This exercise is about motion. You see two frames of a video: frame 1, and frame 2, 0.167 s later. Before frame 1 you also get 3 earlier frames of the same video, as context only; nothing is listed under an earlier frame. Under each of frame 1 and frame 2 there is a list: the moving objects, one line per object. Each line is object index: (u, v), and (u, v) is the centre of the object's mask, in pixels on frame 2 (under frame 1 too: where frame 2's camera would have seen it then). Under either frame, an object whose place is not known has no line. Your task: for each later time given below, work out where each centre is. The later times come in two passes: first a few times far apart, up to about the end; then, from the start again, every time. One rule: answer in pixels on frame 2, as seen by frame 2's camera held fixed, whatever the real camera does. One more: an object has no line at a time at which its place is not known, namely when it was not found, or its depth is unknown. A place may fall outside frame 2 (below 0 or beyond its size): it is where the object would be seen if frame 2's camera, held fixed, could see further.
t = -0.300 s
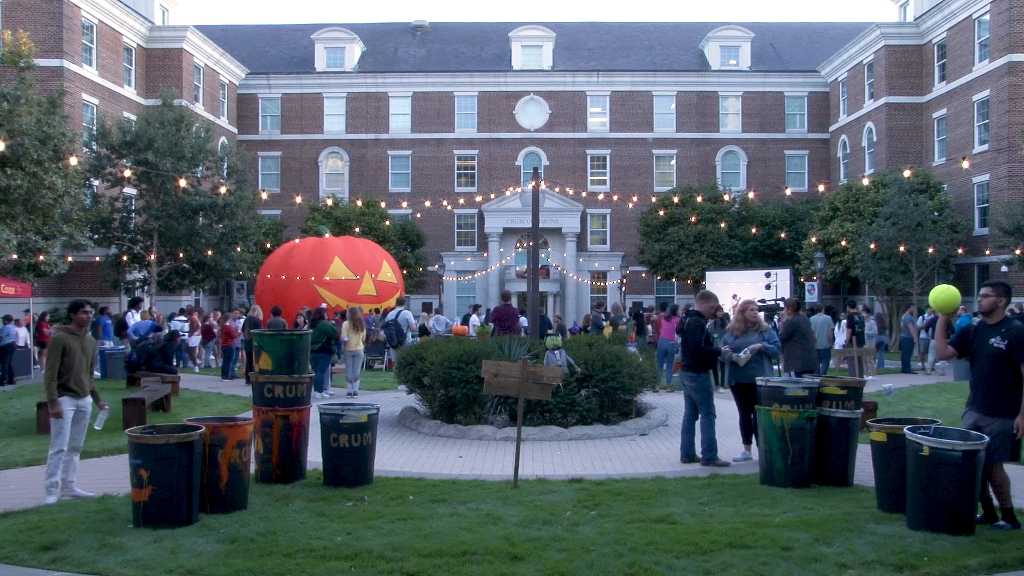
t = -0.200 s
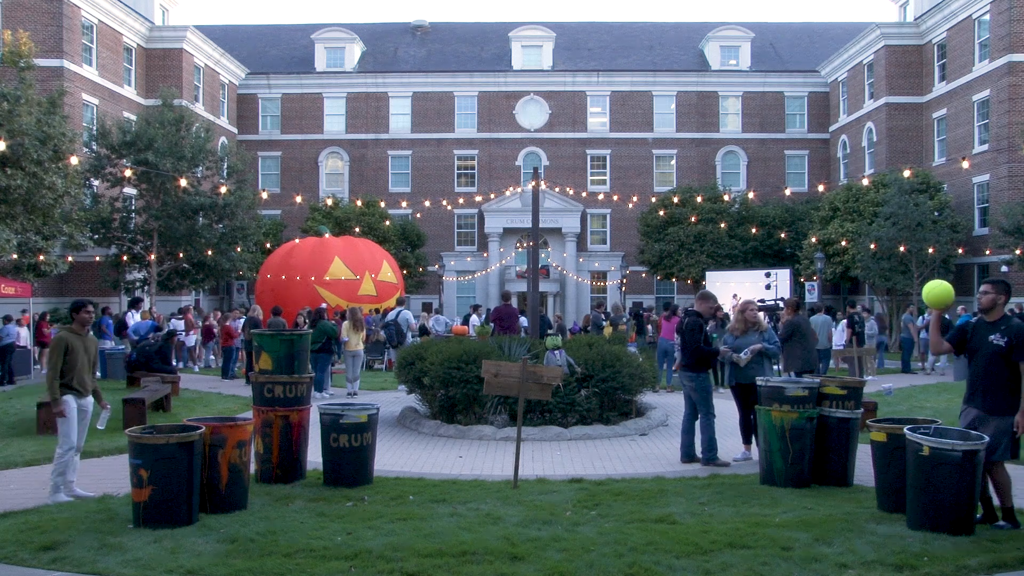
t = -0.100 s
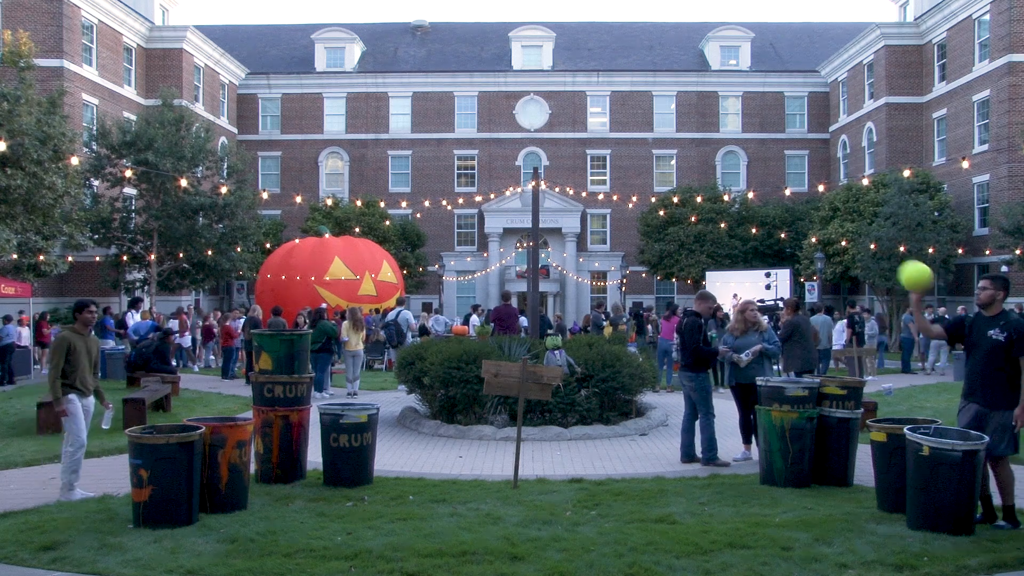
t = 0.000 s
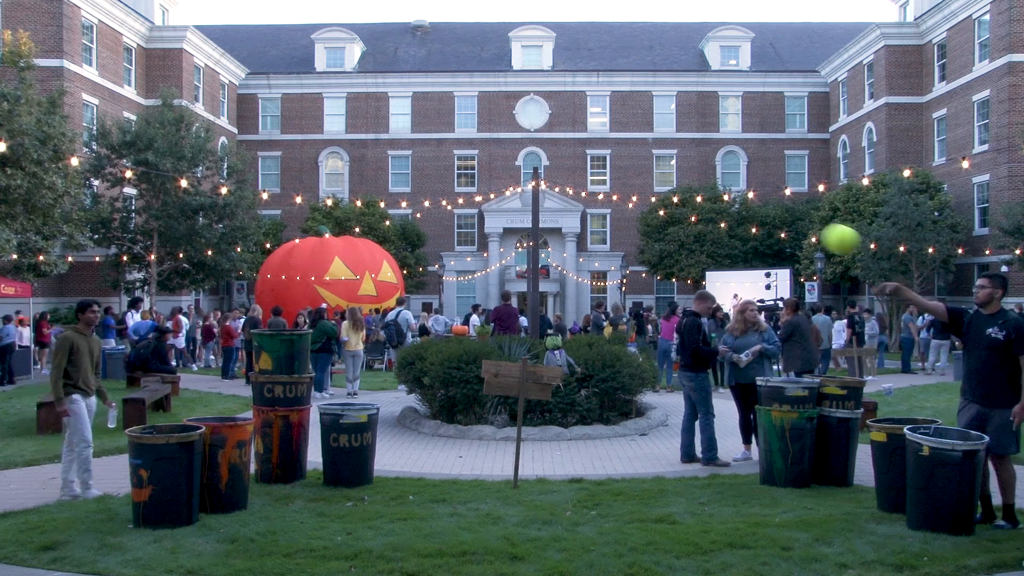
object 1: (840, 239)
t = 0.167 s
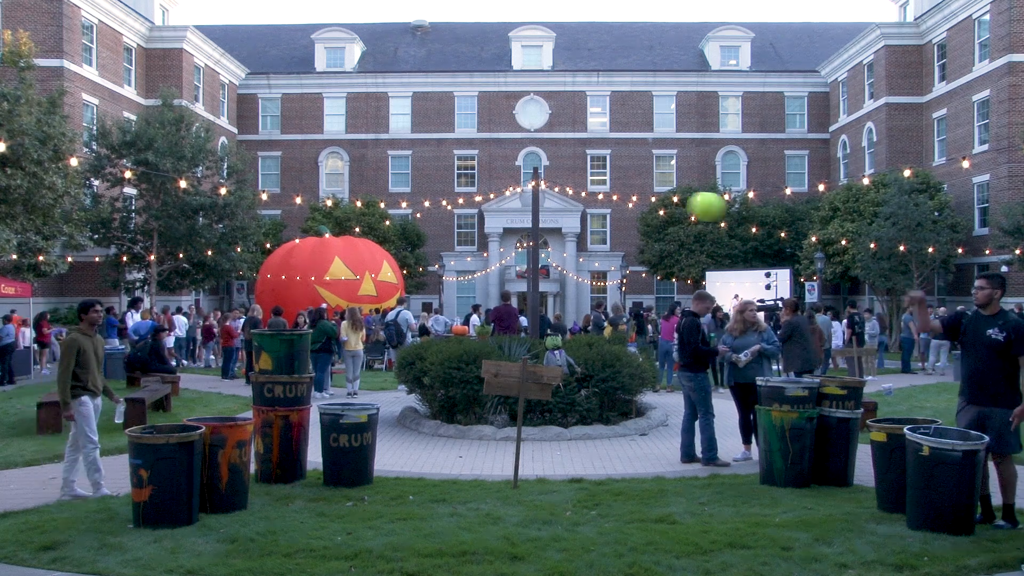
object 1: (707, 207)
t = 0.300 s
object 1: (604, 202)
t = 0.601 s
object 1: (386, 274)
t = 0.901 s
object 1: (201, 395)
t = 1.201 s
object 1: (104, 327)
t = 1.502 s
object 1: (8, 383)
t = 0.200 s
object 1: (681, 203)
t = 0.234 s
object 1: (655, 202)
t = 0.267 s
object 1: (629, 202)
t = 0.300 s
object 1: (604, 202)
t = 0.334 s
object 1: (579, 205)
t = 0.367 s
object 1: (553, 209)
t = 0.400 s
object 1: (529, 214)
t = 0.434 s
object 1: (504, 220)
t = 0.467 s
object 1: (479, 229)
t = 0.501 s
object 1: (455, 238)
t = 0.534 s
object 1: (431, 249)
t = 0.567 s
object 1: (410, 260)
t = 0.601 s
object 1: (386, 274)
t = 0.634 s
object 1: (361, 290)
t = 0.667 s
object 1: (338, 306)
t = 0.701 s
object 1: (314, 324)
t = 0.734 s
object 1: (292, 342)
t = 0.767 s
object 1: (272, 360)
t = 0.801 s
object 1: (250, 378)
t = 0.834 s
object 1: (229, 401)
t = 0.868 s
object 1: (212, 410)
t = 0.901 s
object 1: (201, 395)
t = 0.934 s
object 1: (191, 383)
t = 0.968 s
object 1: (179, 370)
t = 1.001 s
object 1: (170, 360)
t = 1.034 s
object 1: (159, 352)
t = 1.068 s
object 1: (149, 344)
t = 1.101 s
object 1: (138, 337)
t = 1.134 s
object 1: (127, 332)
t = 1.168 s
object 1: (115, 329)
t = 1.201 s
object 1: (104, 327)
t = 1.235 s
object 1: (92, 327)
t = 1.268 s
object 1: (81, 328)
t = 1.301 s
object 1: (70, 331)
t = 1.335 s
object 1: (57, 336)
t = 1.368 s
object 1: (46, 342)
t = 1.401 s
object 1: (34, 350)
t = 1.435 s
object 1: (22, 360)
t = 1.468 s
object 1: (14, 371)
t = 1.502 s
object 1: (8, 383)
